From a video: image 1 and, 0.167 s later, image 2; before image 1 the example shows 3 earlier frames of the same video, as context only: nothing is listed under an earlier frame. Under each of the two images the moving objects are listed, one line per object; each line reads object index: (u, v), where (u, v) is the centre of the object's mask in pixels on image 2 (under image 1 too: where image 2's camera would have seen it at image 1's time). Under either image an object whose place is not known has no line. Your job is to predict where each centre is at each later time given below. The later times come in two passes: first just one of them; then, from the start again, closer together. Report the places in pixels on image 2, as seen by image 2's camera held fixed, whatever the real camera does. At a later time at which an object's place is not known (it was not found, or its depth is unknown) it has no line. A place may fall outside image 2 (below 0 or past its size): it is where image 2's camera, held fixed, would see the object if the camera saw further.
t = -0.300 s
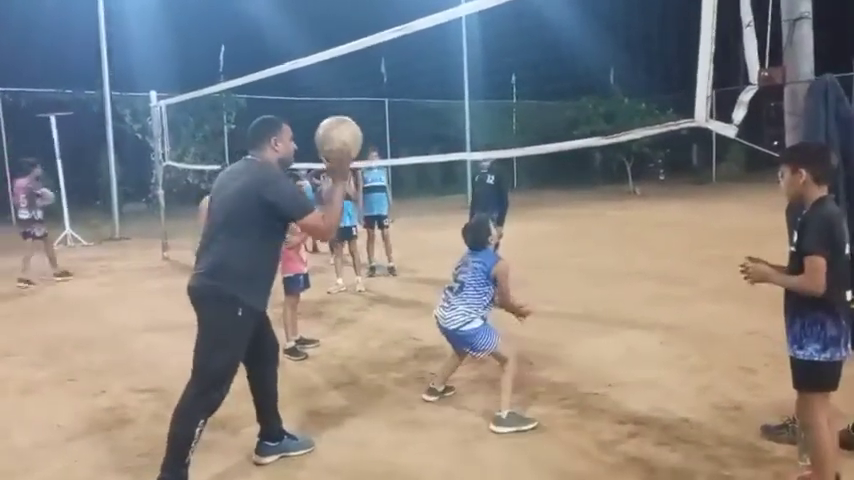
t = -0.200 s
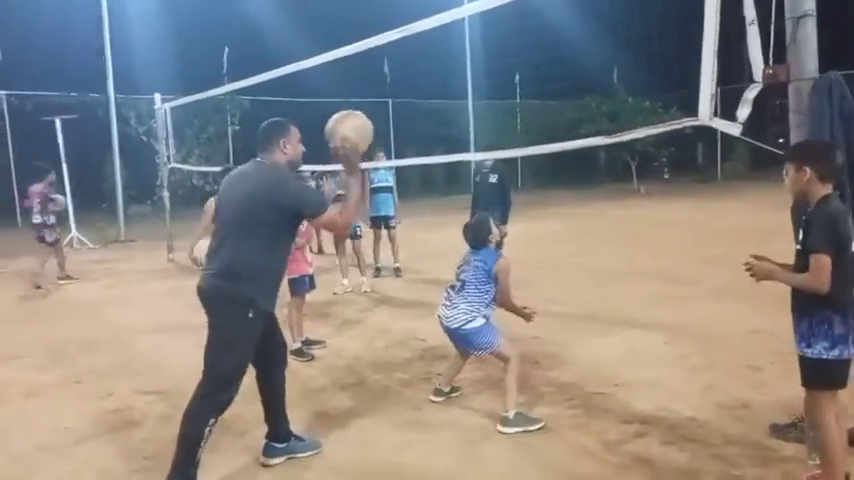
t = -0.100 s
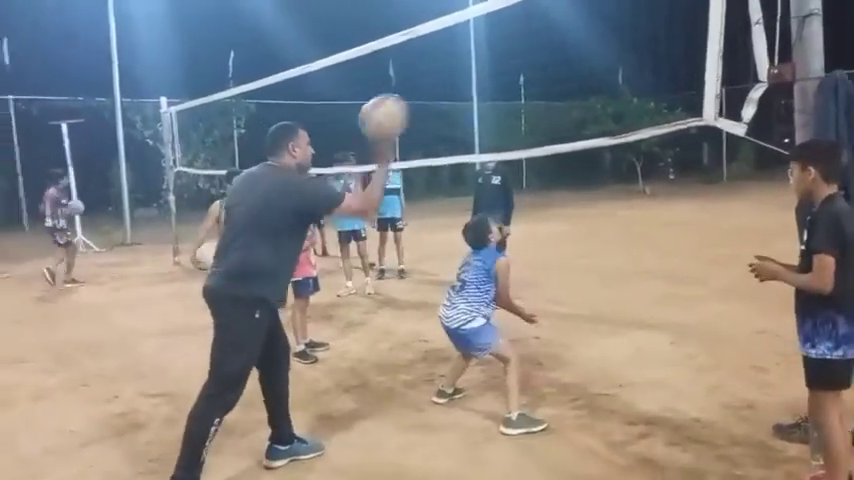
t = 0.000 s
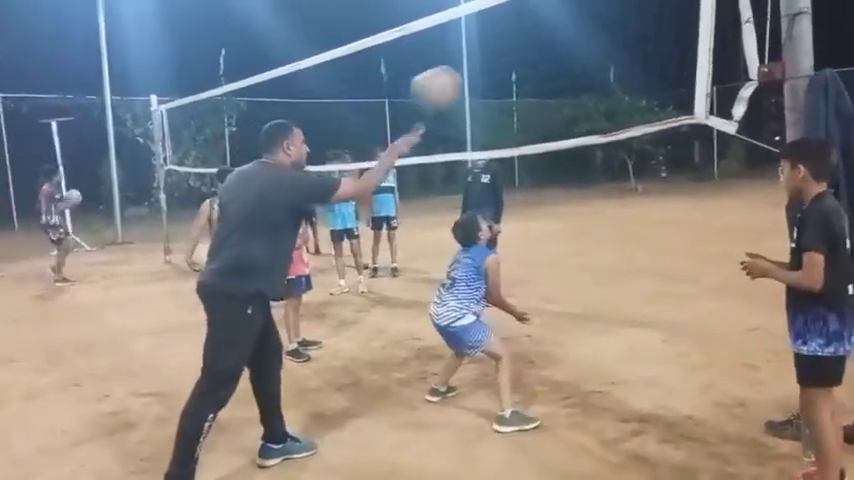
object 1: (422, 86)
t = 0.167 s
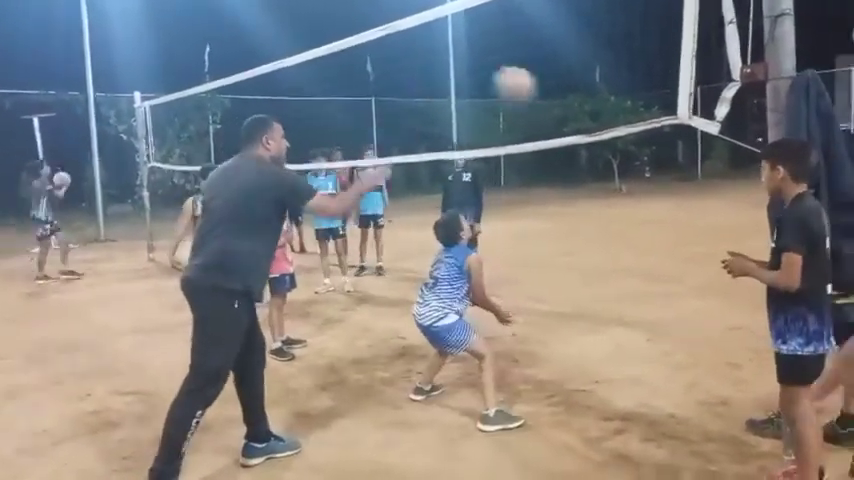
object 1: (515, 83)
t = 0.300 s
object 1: (551, 107)
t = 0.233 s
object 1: (544, 95)
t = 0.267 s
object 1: (551, 103)
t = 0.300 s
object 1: (551, 107)
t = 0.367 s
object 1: (545, 118)
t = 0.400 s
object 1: (541, 125)
